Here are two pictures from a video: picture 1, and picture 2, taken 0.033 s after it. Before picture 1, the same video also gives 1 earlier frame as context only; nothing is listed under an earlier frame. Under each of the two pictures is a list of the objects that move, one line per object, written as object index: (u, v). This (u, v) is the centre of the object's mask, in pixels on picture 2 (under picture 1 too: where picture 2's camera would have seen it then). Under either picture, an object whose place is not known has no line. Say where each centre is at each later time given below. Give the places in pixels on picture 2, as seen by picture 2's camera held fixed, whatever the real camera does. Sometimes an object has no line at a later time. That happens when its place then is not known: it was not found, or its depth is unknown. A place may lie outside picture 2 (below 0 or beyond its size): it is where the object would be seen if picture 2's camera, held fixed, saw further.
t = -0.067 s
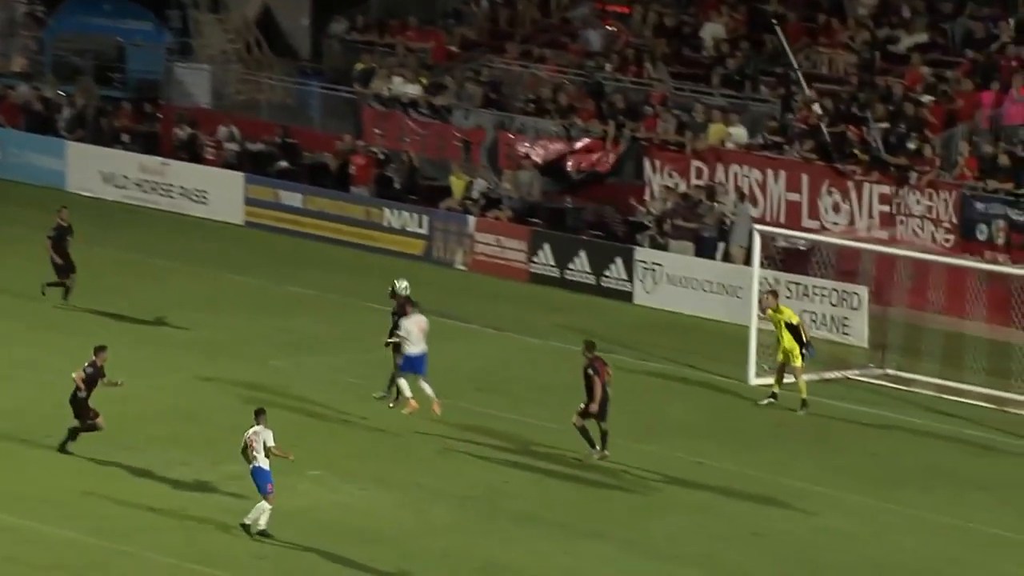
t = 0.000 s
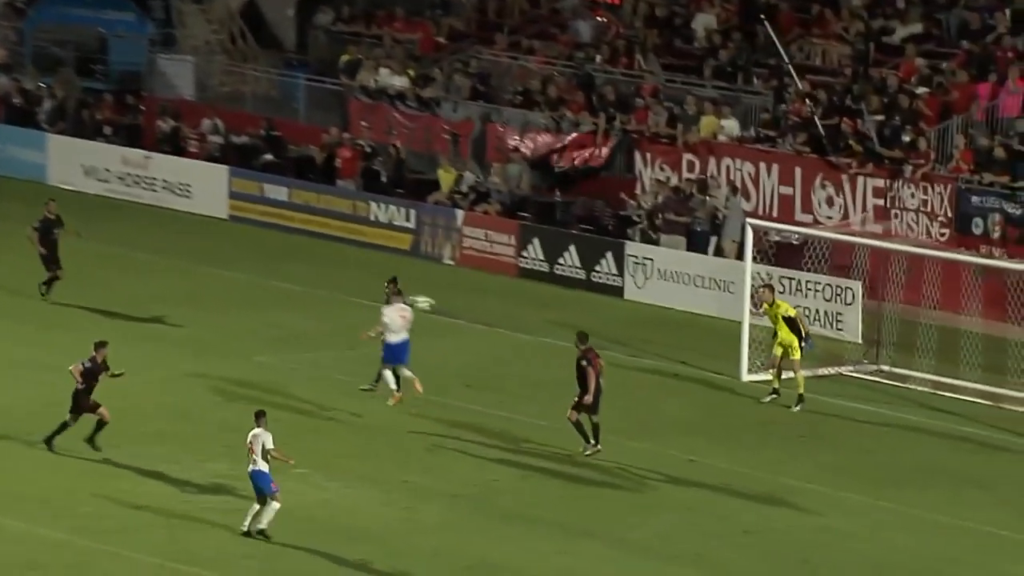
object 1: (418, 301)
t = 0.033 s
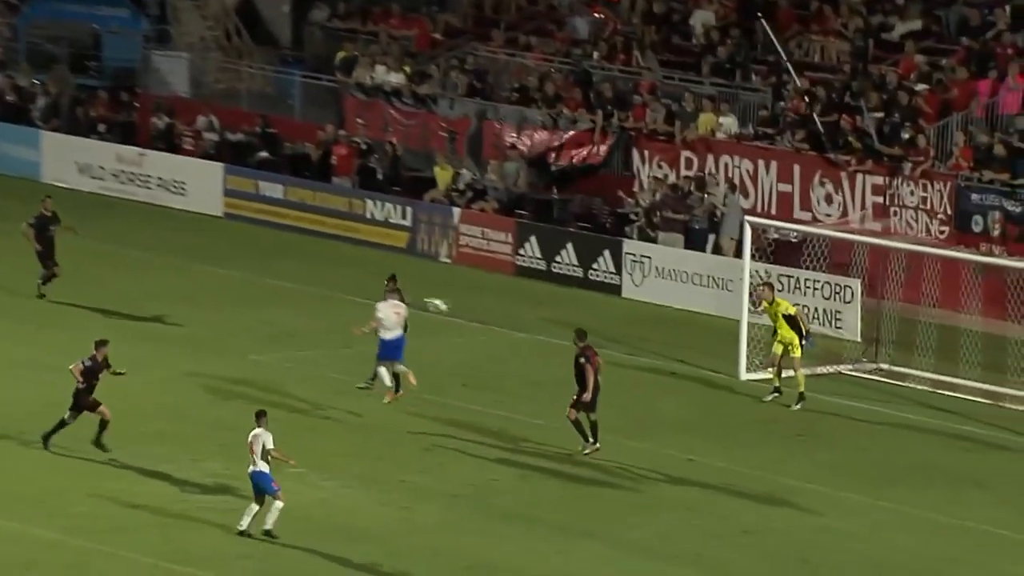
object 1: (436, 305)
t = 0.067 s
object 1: (457, 310)
